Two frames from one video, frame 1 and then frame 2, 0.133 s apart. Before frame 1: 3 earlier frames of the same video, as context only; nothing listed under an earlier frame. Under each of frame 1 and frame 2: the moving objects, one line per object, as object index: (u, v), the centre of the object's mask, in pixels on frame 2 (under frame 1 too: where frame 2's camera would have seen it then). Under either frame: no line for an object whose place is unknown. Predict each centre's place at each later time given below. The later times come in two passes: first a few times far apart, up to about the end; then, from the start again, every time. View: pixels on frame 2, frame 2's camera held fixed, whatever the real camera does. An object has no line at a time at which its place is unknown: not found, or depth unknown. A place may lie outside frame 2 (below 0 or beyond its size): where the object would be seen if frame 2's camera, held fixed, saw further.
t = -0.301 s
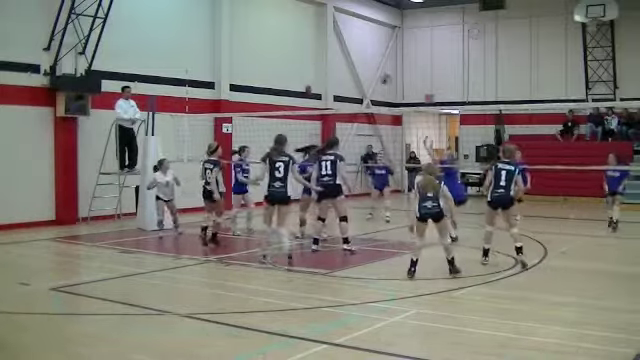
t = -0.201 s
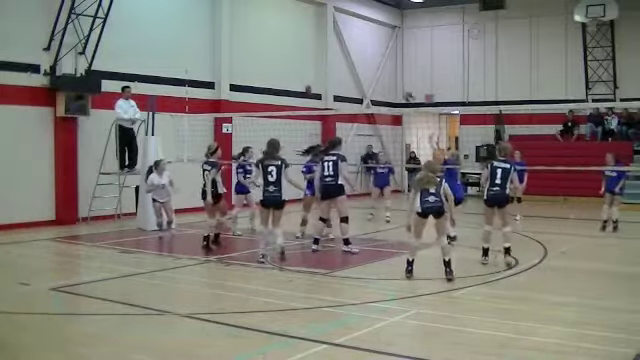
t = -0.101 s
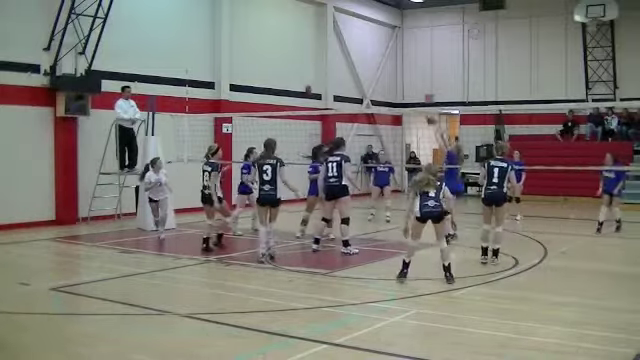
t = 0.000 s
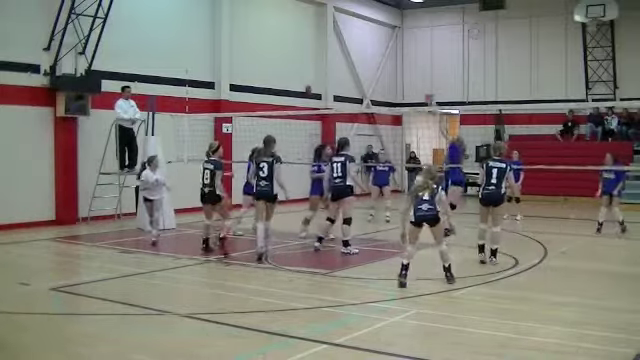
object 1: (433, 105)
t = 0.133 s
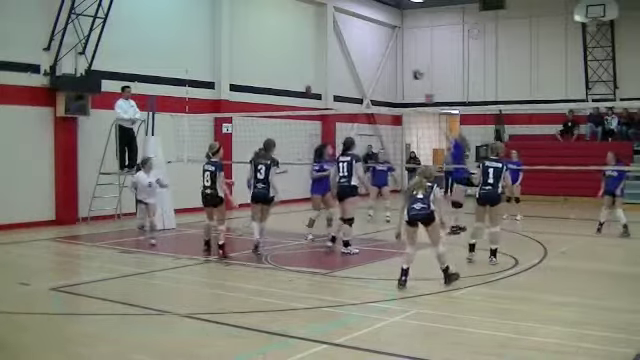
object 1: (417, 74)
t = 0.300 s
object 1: (398, 49)
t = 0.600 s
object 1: (366, 40)
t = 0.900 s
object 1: (334, 80)
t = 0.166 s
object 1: (414, 68)
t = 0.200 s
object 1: (410, 62)
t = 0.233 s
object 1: (407, 57)
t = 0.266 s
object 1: (404, 53)
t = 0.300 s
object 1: (398, 49)
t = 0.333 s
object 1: (394, 45)
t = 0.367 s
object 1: (391, 42)
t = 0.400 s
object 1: (387, 40)
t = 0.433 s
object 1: (383, 39)
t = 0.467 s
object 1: (379, 38)
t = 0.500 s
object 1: (376, 37)
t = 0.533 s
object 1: (373, 38)
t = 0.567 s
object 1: (369, 38)
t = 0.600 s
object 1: (366, 40)
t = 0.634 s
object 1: (363, 42)
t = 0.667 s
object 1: (359, 45)
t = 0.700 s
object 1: (356, 48)
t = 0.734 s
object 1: (353, 52)
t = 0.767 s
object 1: (349, 57)
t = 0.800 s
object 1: (345, 61)
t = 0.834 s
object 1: (342, 67)
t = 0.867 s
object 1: (339, 73)
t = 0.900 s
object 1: (334, 80)
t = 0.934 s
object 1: (332, 87)
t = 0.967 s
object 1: (329, 94)
